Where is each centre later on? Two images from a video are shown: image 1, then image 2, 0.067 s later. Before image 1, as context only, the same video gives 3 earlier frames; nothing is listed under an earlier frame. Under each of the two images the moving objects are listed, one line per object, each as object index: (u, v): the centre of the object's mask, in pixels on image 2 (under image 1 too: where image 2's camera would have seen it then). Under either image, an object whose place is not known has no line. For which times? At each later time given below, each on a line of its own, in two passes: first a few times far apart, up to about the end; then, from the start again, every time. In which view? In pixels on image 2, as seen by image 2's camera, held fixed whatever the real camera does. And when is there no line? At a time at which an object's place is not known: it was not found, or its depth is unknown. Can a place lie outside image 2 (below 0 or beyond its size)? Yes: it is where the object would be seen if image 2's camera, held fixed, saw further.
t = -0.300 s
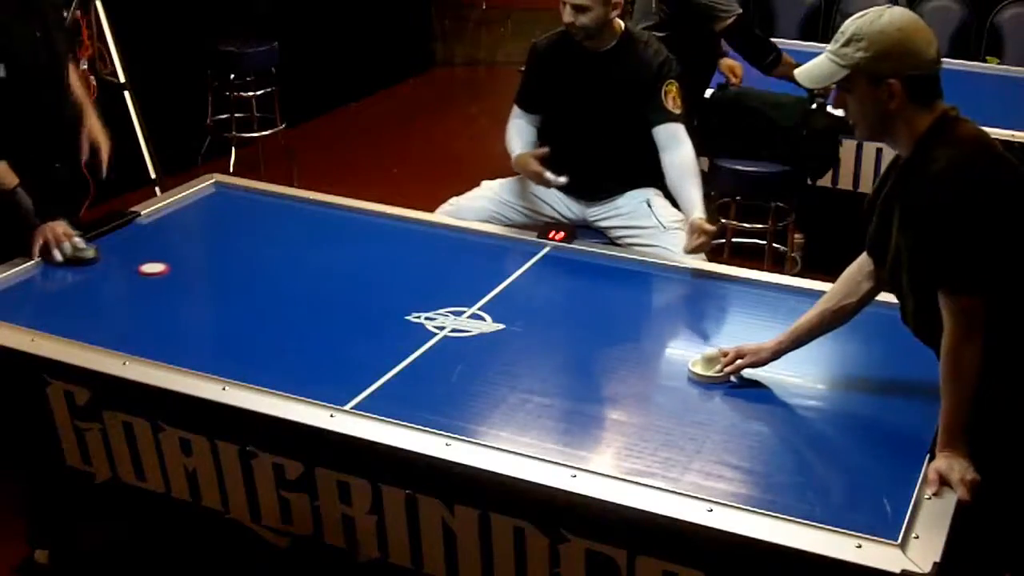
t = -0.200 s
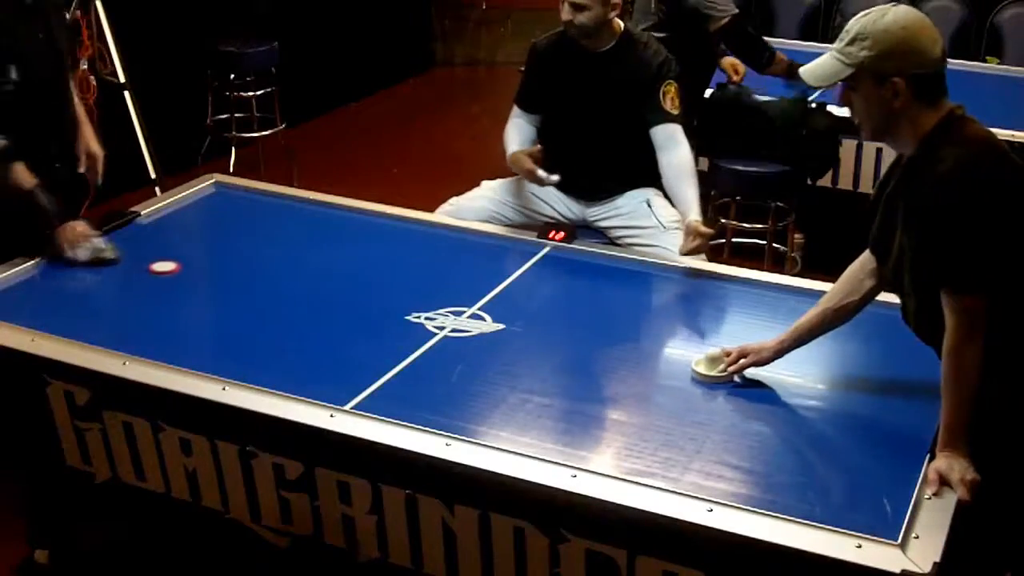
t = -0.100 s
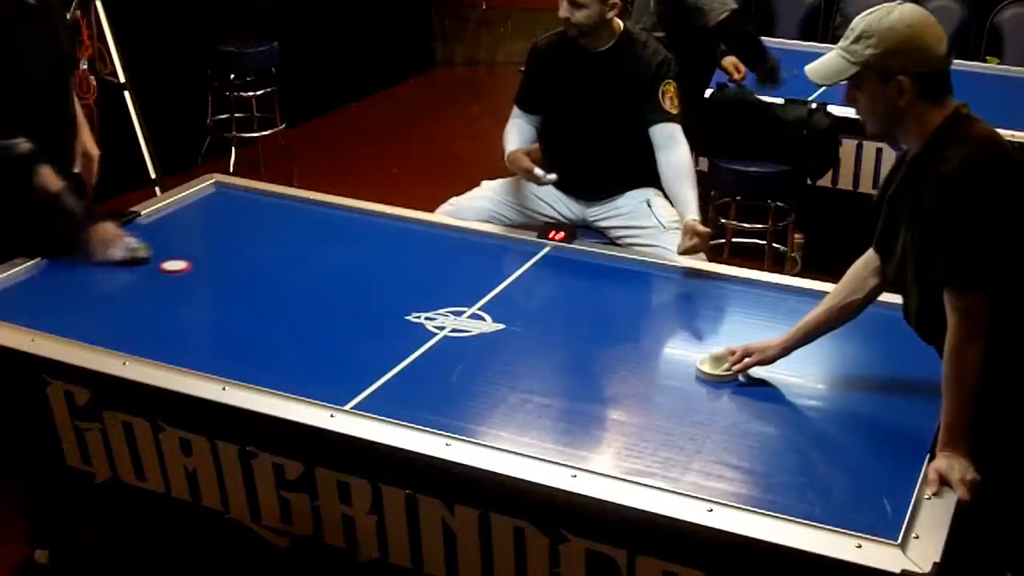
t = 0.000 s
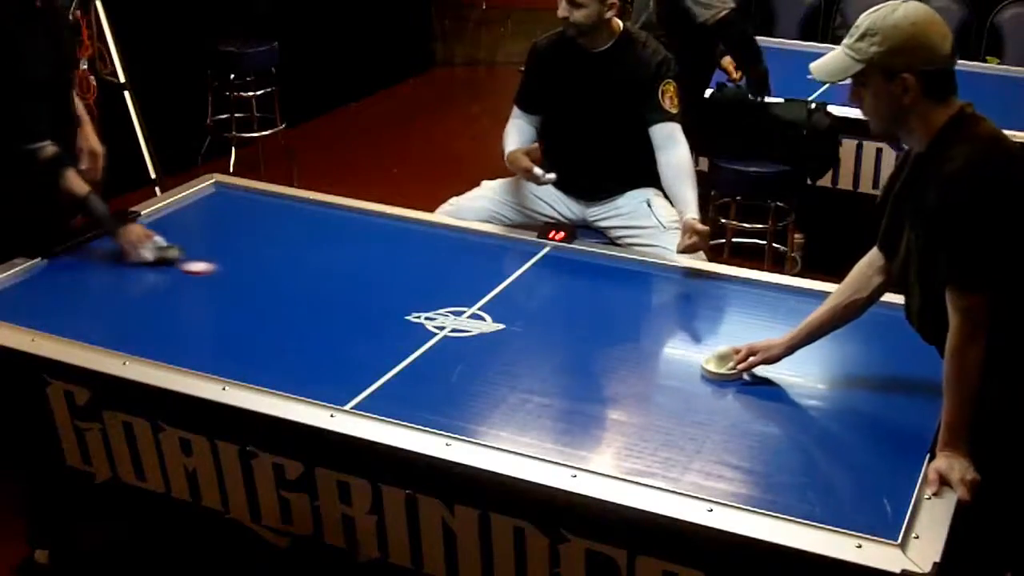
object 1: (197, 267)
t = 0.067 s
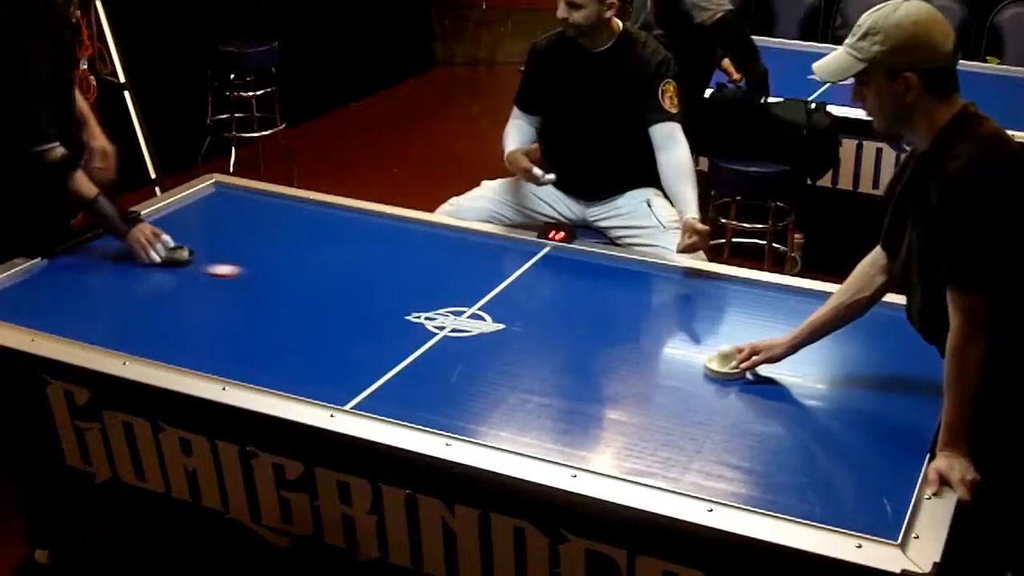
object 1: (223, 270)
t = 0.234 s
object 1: (286, 278)
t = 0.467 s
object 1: (375, 288)
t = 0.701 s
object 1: (464, 297)
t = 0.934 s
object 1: (559, 308)
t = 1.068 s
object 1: (613, 314)
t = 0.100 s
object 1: (235, 272)
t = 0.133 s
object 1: (247, 273)
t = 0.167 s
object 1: (260, 275)
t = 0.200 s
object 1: (272, 276)
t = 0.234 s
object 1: (286, 278)
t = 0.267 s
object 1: (299, 279)
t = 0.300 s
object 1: (311, 280)
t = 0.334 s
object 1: (323, 282)
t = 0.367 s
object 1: (337, 283)
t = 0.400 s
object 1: (350, 285)
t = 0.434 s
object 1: (363, 286)
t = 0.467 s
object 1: (375, 288)
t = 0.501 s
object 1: (388, 289)
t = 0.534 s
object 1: (401, 290)
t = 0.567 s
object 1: (414, 292)
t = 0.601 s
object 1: (428, 293)
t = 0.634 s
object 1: (440, 295)
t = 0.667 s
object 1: (453, 296)
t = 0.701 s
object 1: (464, 297)
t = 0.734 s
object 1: (479, 299)
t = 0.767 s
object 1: (494, 301)
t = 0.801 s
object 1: (507, 302)
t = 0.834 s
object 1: (519, 303)
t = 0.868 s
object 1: (532, 305)
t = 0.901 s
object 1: (545, 306)
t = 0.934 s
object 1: (559, 308)
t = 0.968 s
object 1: (573, 310)
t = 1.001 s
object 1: (587, 311)
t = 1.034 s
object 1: (600, 312)
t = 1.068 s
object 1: (613, 314)
